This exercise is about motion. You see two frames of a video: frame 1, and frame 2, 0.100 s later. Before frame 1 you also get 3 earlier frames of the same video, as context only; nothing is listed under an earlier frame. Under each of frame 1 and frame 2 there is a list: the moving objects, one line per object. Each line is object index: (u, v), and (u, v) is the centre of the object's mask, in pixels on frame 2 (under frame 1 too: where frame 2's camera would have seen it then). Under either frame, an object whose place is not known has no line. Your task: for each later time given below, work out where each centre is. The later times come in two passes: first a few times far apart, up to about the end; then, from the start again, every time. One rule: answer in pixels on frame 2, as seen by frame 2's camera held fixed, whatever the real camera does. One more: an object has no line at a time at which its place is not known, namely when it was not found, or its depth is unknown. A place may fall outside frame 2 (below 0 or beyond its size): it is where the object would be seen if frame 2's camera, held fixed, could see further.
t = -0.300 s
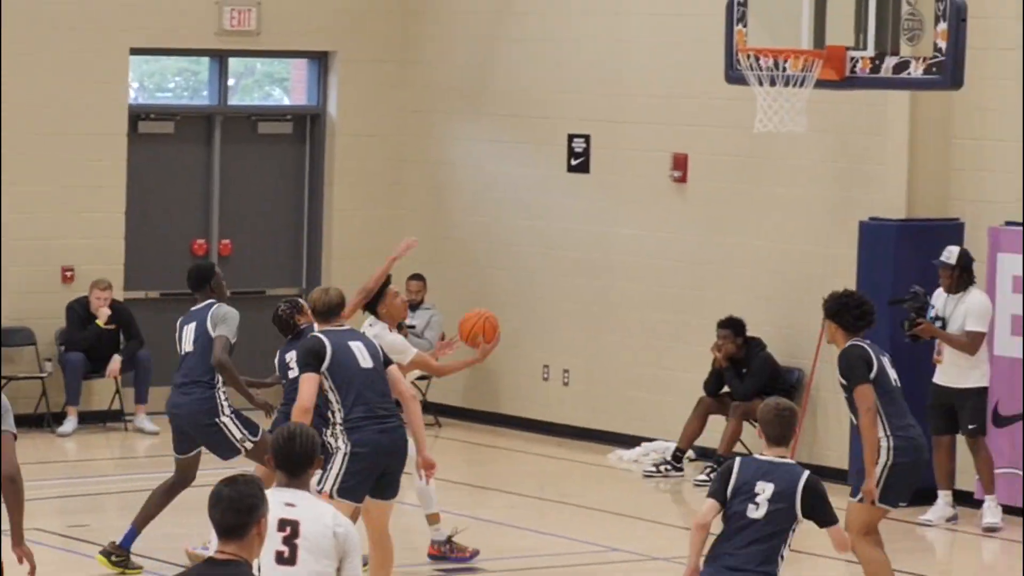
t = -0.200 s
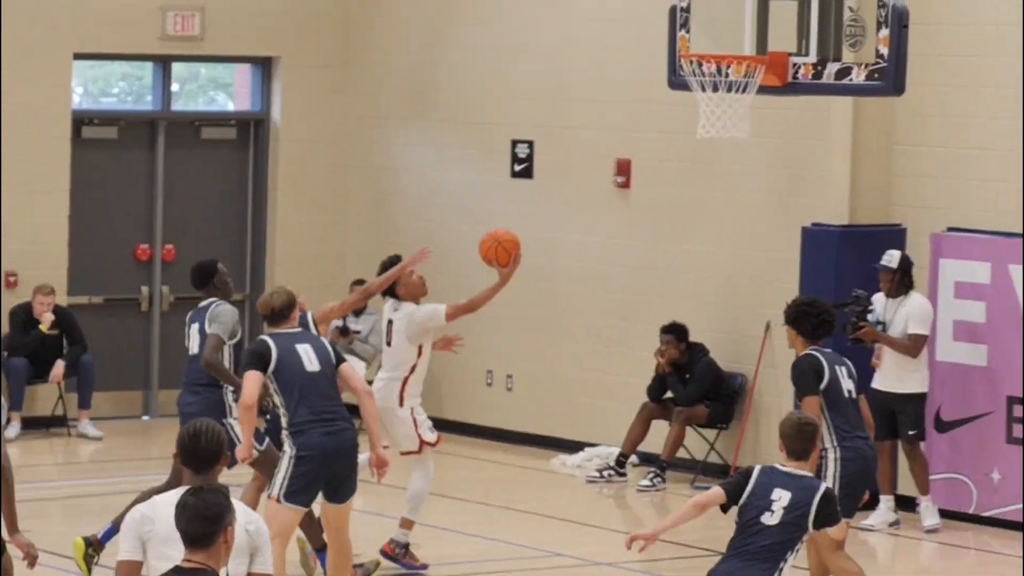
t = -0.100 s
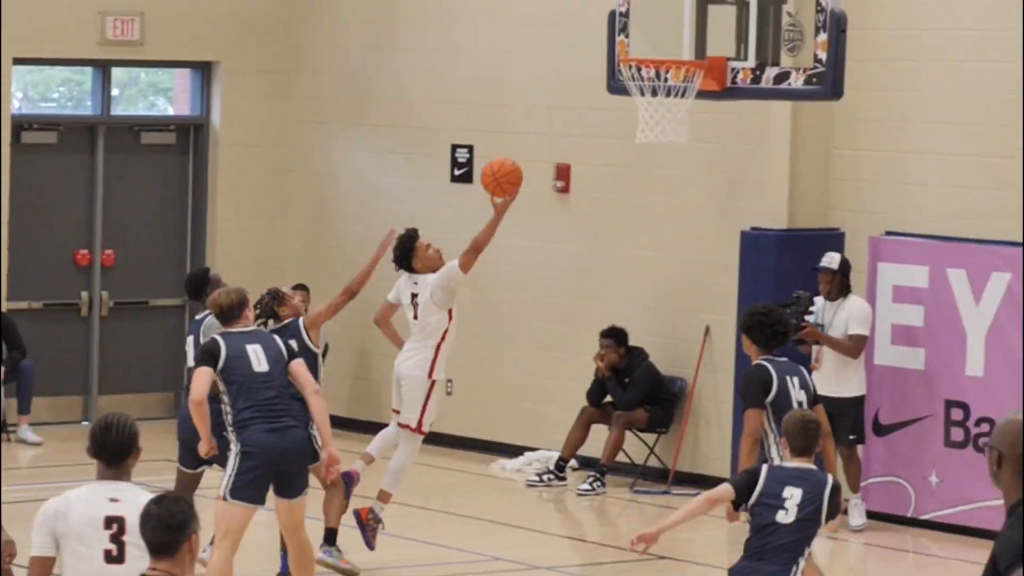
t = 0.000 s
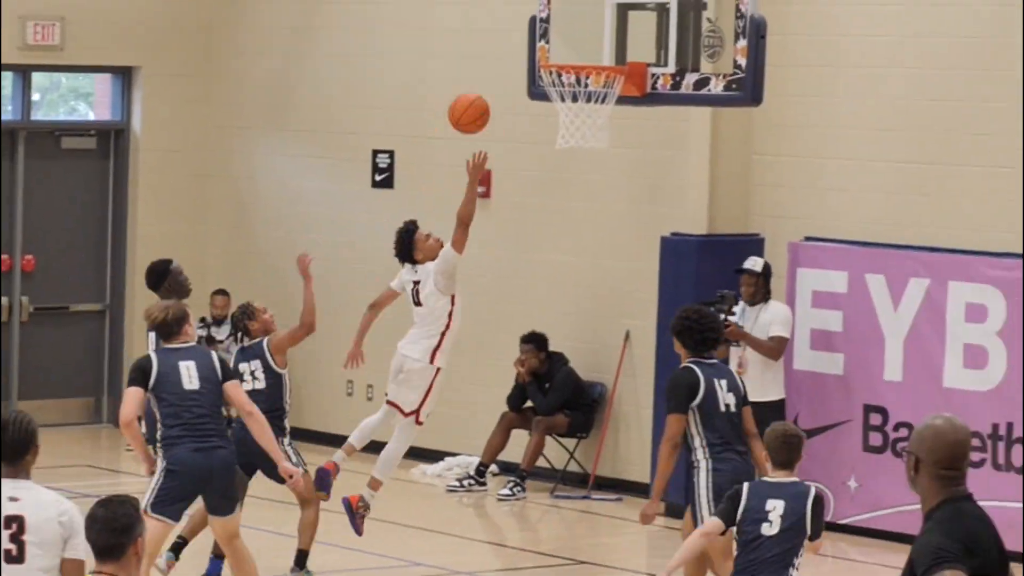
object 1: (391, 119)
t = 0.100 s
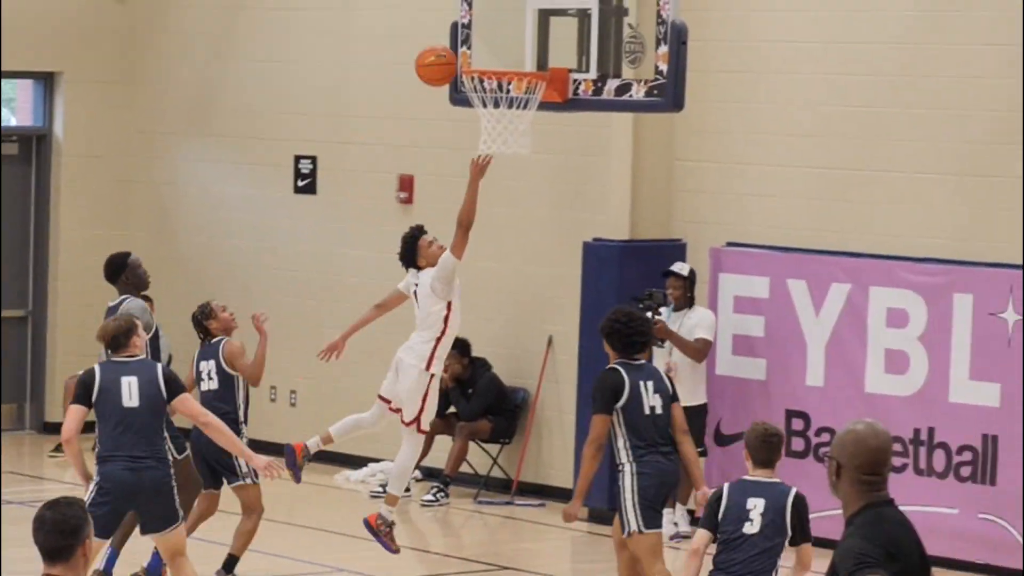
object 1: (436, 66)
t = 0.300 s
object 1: (503, 15)
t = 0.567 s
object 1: (500, 71)
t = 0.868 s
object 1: (504, 214)
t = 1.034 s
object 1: (506, 347)
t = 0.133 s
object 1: (452, 52)
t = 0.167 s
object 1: (466, 40)
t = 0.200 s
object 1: (481, 30)
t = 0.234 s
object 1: (497, 21)
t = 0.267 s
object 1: (503, 17)
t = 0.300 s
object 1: (503, 15)
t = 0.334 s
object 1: (503, 15)
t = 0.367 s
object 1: (503, 17)
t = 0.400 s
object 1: (503, 21)
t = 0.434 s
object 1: (503, 27)
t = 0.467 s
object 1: (502, 35)
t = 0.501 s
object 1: (502, 45)
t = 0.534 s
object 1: (501, 55)
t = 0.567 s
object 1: (500, 71)
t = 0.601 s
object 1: (499, 87)
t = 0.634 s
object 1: (498, 99)
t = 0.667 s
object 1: (499, 114)
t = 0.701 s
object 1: (500, 126)
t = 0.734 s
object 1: (501, 142)
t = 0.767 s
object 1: (501, 158)
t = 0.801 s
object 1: (502, 174)
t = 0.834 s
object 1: (503, 193)
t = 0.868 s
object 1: (504, 214)
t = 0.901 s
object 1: (504, 237)
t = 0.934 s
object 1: (505, 262)
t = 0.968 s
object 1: (505, 289)
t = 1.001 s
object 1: (505, 317)
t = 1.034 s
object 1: (506, 347)
